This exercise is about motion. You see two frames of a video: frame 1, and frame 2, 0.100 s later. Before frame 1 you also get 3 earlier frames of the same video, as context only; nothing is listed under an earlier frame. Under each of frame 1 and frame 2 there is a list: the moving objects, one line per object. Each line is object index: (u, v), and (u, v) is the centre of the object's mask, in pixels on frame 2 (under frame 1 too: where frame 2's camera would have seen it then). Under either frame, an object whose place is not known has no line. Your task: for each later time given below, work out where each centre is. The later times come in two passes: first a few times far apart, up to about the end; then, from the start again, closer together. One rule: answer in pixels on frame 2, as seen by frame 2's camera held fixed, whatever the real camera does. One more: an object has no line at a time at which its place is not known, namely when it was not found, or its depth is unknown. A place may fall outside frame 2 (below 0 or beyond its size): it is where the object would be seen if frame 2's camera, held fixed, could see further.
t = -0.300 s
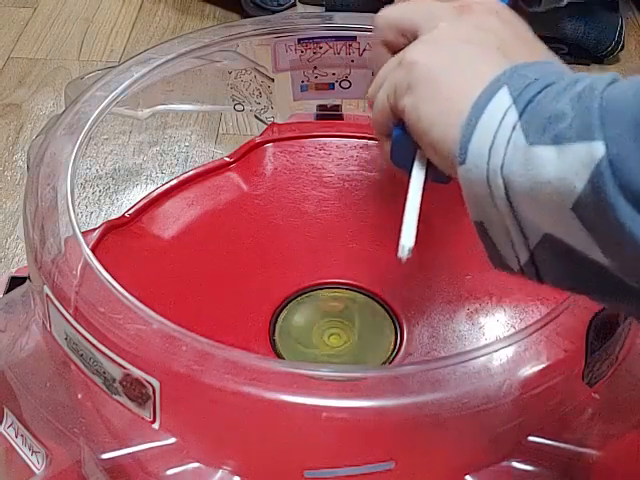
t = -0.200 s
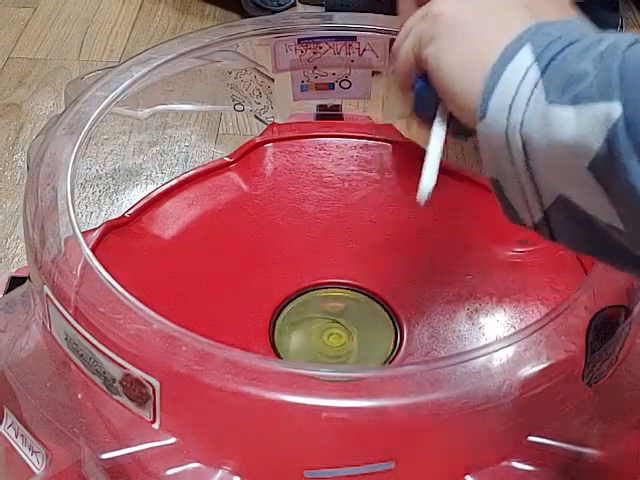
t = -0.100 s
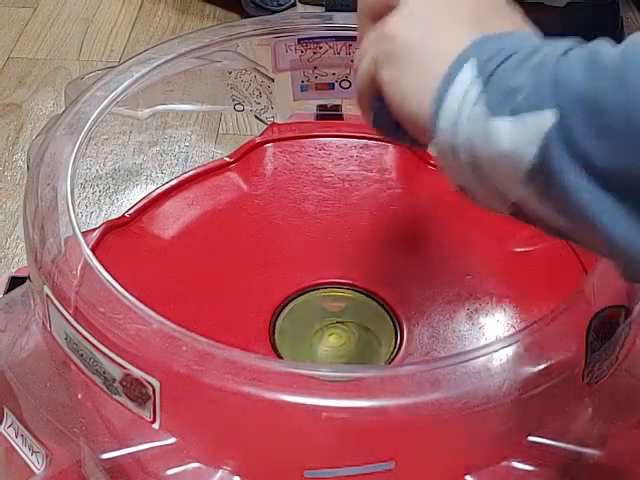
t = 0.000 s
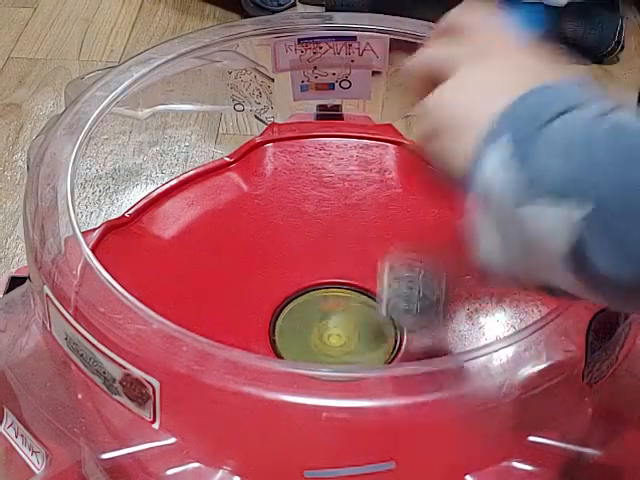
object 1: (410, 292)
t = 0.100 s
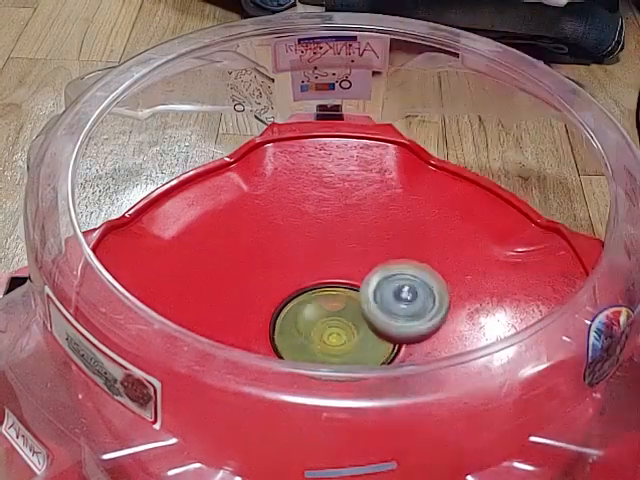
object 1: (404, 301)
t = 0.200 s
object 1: (376, 403)
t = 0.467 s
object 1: (310, 352)
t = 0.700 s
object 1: (315, 297)
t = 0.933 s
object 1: (381, 335)
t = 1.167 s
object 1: (368, 274)
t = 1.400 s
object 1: (291, 280)
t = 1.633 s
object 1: (359, 345)
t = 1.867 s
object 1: (371, 280)
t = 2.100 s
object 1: (295, 334)
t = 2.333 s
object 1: (440, 334)
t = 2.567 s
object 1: (387, 278)
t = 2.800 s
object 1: (274, 313)
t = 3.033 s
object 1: (369, 346)
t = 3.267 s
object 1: (375, 352)
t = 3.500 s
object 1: (213, 225)
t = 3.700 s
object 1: (137, 170)
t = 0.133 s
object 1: (397, 316)
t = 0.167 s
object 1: (387, 338)
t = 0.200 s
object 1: (376, 403)
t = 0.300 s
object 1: (347, 396)
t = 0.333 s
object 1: (337, 390)
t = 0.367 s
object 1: (327, 399)
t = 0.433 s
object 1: (314, 376)
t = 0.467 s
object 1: (310, 352)
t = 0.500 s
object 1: (306, 350)
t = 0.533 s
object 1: (304, 333)
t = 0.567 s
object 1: (302, 324)
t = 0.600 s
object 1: (303, 310)
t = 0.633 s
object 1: (304, 297)
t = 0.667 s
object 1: (307, 287)
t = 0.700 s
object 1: (315, 297)
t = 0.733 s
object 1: (322, 318)
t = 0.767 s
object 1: (327, 329)
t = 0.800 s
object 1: (332, 342)
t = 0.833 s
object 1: (345, 339)
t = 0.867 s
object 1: (358, 339)
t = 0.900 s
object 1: (369, 339)
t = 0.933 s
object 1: (381, 335)
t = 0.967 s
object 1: (388, 329)
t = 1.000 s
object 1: (388, 318)
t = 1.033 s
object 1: (388, 306)
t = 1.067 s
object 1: (387, 296)
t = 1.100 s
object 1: (384, 287)
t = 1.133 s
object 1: (377, 278)
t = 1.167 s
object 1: (368, 274)
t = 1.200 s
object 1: (358, 271)
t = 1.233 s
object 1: (348, 268)
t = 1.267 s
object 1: (338, 267)
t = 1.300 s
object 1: (327, 266)
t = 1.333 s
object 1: (316, 268)
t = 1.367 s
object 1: (303, 274)
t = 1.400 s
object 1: (291, 280)
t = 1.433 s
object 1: (279, 290)
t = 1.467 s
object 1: (277, 303)
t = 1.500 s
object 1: (280, 320)
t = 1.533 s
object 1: (291, 333)
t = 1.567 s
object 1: (312, 340)
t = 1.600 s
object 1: (333, 345)
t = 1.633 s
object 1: (359, 345)
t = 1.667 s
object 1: (376, 339)
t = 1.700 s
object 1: (391, 331)
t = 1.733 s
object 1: (398, 320)
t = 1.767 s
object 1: (399, 308)
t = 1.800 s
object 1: (393, 296)
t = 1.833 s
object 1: (383, 288)
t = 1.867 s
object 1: (371, 280)
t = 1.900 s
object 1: (358, 275)
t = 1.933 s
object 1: (343, 271)
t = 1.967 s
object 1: (322, 273)
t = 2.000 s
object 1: (302, 280)
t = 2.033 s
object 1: (287, 292)
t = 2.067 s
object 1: (285, 316)
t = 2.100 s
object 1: (295, 334)
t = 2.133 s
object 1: (322, 342)
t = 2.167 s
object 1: (345, 346)
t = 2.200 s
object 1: (372, 348)
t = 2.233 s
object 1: (396, 347)
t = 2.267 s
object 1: (414, 343)
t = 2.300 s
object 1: (430, 339)
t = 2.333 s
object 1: (440, 334)
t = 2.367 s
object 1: (446, 328)
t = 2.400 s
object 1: (446, 321)
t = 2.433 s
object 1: (441, 311)
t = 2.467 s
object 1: (433, 301)
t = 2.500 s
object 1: (421, 293)
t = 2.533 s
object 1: (405, 284)
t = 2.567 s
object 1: (387, 278)
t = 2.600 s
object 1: (371, 271)
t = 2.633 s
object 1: (352, 265)
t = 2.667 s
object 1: (331, 263)
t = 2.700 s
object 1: (309, 267)
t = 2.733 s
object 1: (289, 279)
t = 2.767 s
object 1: (278, 294)
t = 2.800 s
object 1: (274, 313)
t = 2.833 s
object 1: (279, 327)
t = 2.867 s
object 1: (289, 338)
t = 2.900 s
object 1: (307, 342)
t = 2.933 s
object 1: (323, 346)
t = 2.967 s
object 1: (340, 348)
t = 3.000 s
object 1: (354, 348)
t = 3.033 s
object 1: (369, 346)
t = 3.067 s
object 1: (371, 349)
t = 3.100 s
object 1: (369, 353)
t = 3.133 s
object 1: (371, 356)
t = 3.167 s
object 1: (375, 356)
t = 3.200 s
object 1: (376, 355)
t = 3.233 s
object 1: (375, 353)
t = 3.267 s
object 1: (375, 352)
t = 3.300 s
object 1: (373, 347)
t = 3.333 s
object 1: (372, 342)
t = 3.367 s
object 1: (345, 329)
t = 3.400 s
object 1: (295, 296)
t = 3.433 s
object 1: (263, 266)
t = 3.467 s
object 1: (236, 243)
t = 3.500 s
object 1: (213, 225)
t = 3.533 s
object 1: (195, 205)
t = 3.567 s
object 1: (179, 194)
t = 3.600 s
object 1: (165, 189)
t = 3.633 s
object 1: (154, 177)
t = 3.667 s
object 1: (144, 168)
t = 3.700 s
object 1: (137, 170)
